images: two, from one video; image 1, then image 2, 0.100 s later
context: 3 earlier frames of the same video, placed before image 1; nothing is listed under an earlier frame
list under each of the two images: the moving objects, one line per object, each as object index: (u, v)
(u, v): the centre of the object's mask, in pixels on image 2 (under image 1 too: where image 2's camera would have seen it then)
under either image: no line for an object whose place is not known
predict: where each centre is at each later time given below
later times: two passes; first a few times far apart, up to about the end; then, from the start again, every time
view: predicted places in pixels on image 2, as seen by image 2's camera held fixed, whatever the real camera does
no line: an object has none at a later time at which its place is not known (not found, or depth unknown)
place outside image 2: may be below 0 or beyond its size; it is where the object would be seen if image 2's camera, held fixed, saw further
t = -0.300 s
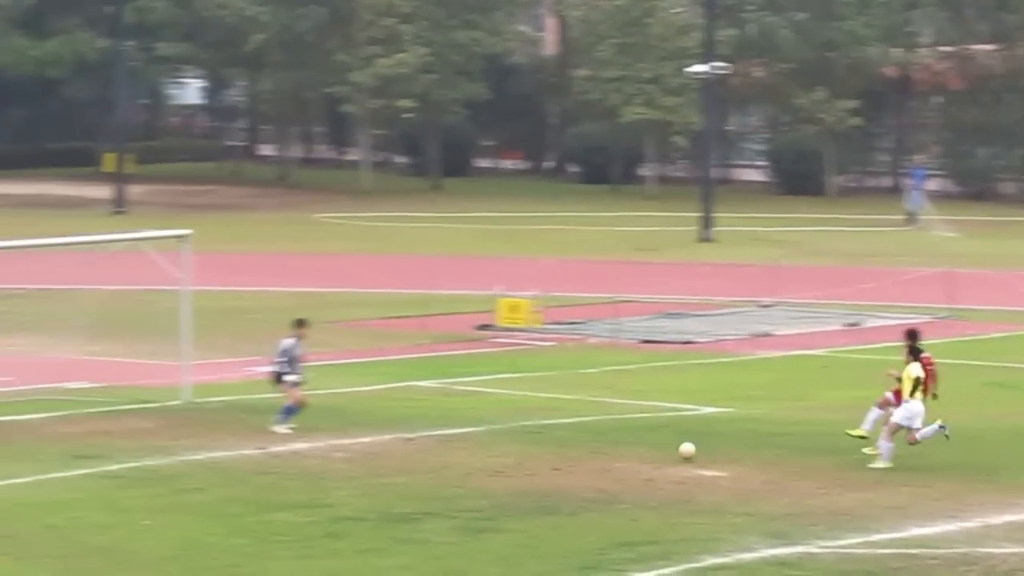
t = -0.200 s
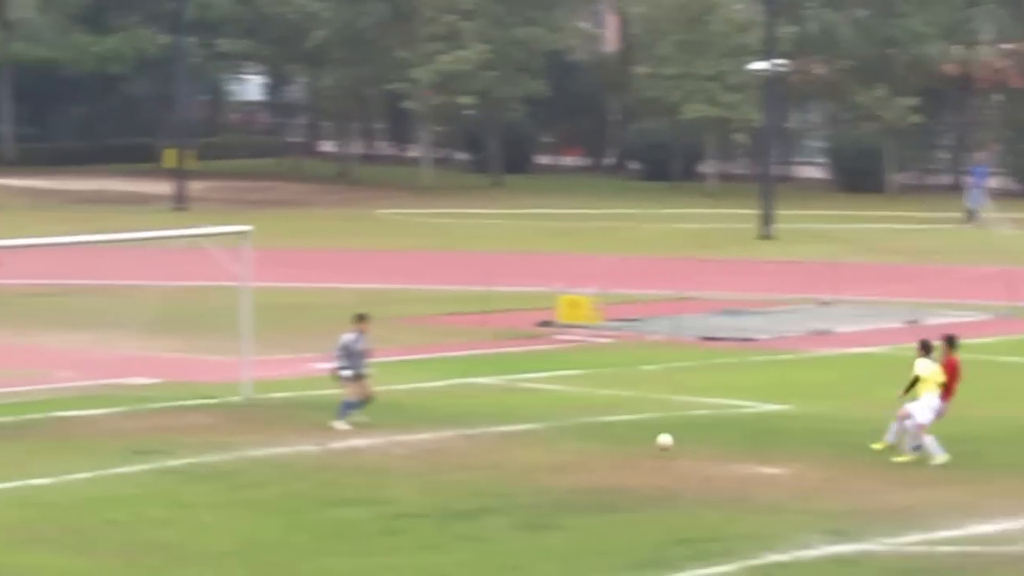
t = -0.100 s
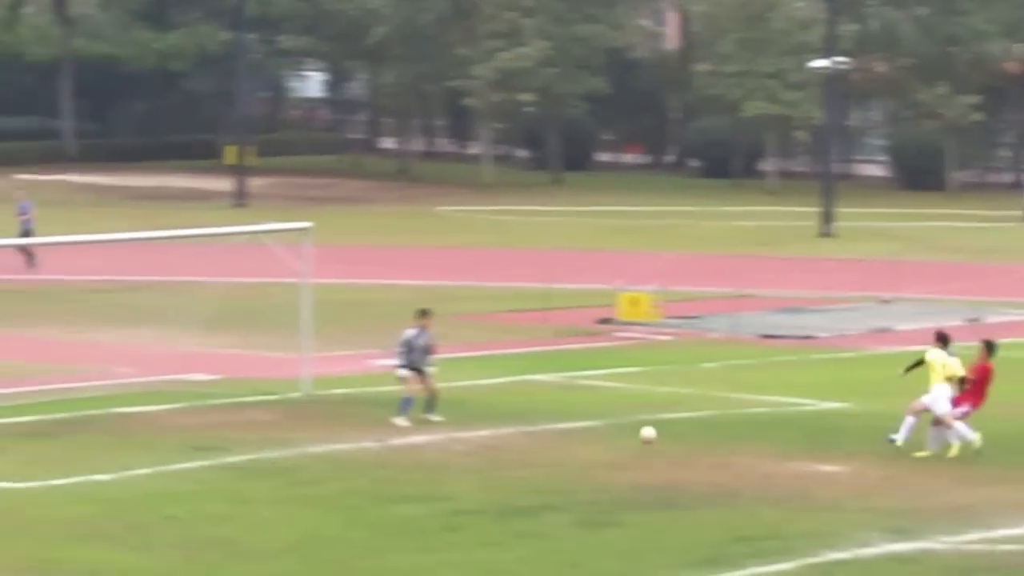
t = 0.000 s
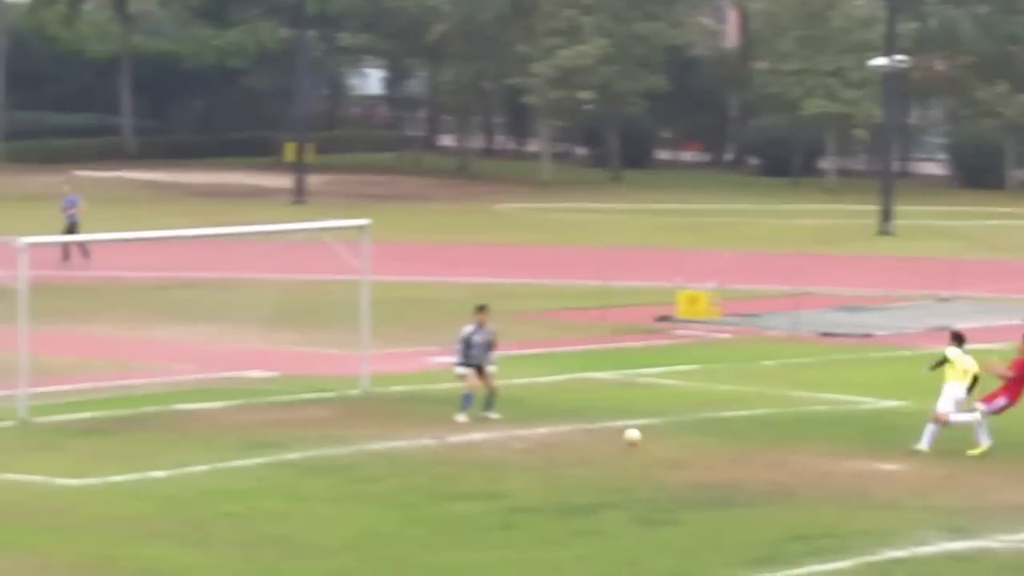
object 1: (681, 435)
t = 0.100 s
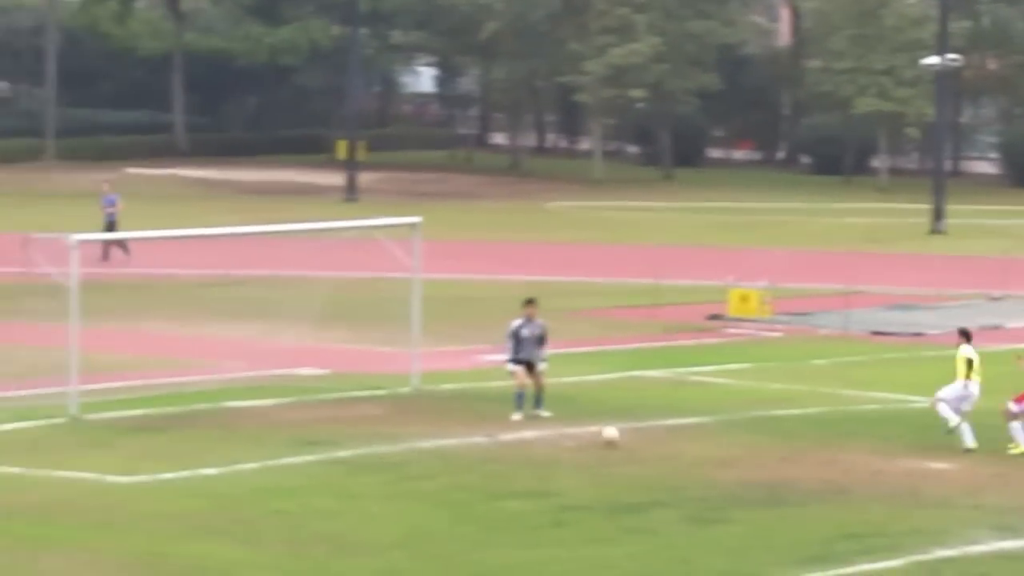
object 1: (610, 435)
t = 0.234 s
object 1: (519, 431)
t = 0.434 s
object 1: (383, 431)
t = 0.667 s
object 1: (225, 436)
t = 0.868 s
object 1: (93, 431)
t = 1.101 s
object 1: (-53, 439)
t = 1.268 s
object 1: (-148, 436)
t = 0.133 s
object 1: (588, 432)
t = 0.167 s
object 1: (565, 430)
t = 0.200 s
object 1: (541, 430)
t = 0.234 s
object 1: (519, 431)
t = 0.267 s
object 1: (496, 433)
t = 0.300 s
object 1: (474, 435)
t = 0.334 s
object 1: (450, 435)
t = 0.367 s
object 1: (428, 432)
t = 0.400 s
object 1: (406, 432)
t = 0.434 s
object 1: (383, 431)
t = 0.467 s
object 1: (360, 432)
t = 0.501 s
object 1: (337, 434)
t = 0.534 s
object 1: (315, 436)
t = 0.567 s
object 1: (292, 437)
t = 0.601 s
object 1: (269, 436)
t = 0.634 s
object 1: (247, 436)
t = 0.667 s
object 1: (225, 436)
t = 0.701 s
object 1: (203, 438)
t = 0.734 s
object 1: (181, 440)
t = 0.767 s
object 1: (158, 439)
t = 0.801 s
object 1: (137, 435)
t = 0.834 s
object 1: (114, 432)
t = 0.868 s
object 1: (93, 431)
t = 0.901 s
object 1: (71, 431)
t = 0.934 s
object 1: (50, 432)
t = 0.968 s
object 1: (30, 433)
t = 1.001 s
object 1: (8, 437)
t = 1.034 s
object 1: (-13, 441)
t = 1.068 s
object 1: (-34, 443)
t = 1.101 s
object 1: (-53, 439)
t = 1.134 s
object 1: (-76, 436)
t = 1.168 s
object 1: (-96, 436)
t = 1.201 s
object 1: (-116, 434)
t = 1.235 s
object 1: (-136, 435)
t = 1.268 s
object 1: (-148, 436)
